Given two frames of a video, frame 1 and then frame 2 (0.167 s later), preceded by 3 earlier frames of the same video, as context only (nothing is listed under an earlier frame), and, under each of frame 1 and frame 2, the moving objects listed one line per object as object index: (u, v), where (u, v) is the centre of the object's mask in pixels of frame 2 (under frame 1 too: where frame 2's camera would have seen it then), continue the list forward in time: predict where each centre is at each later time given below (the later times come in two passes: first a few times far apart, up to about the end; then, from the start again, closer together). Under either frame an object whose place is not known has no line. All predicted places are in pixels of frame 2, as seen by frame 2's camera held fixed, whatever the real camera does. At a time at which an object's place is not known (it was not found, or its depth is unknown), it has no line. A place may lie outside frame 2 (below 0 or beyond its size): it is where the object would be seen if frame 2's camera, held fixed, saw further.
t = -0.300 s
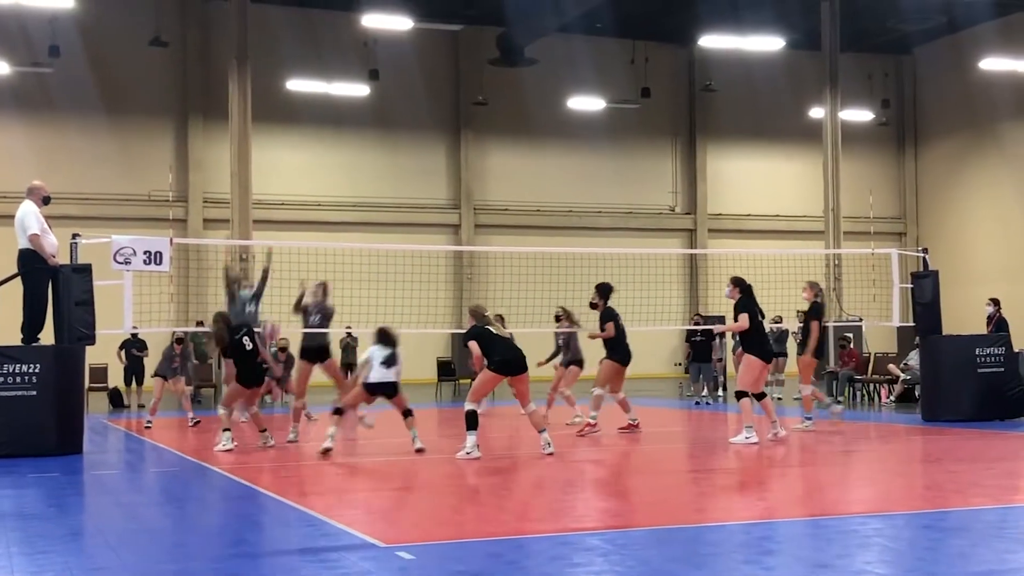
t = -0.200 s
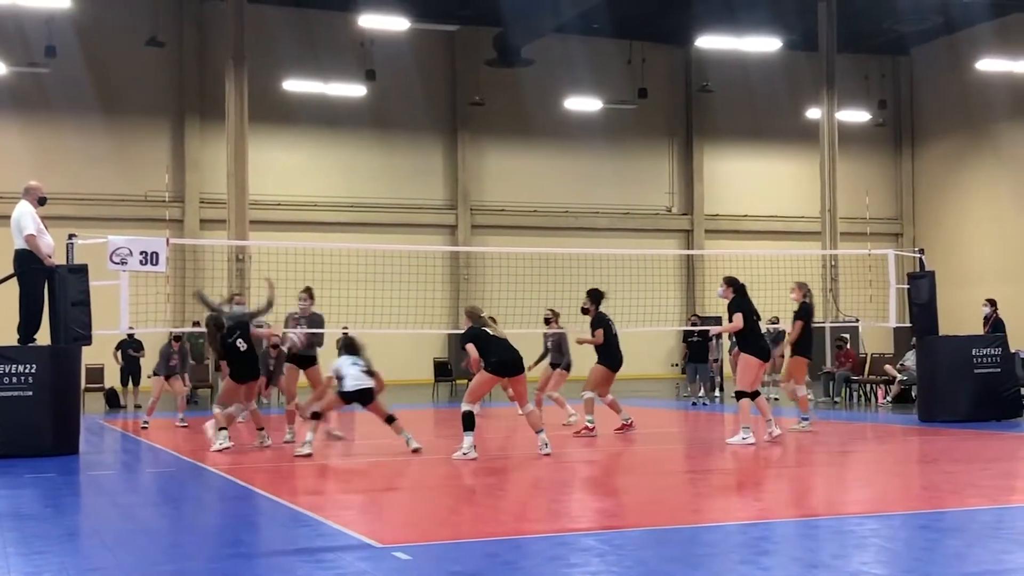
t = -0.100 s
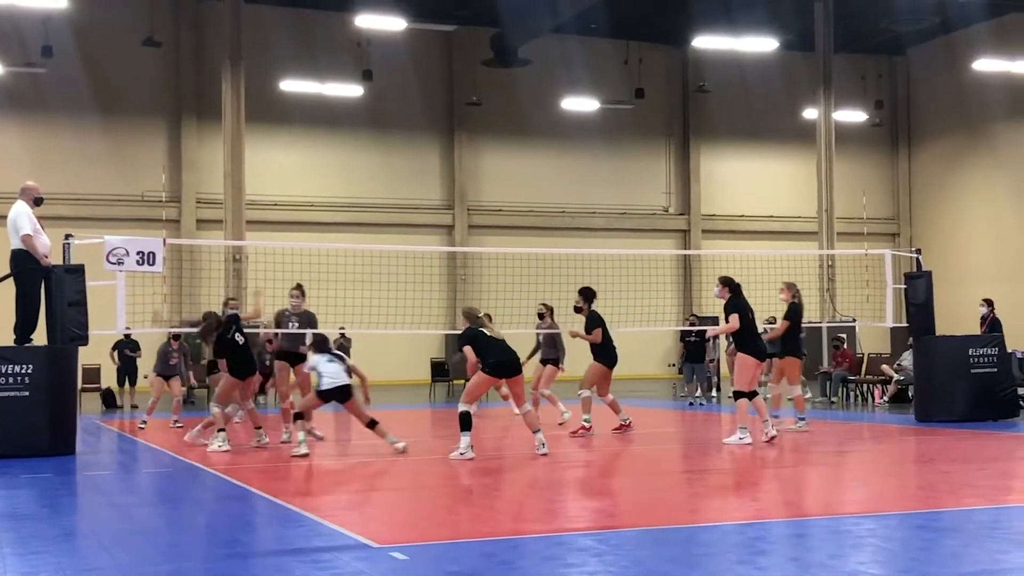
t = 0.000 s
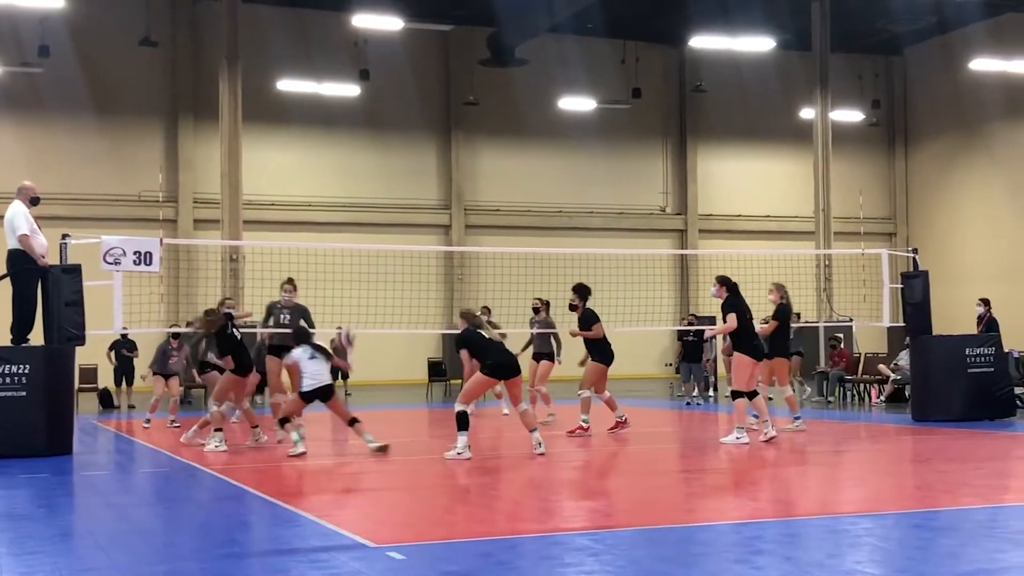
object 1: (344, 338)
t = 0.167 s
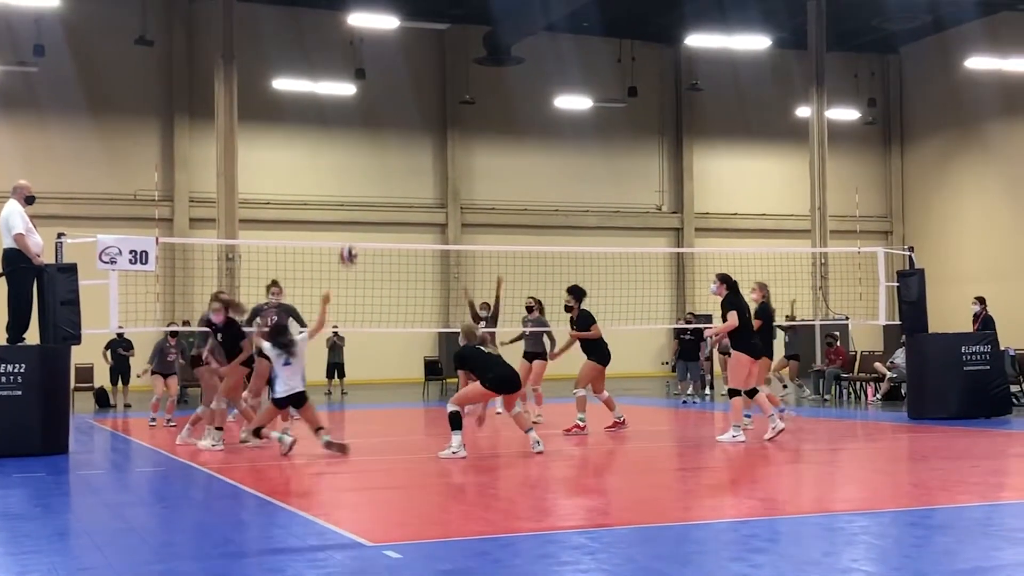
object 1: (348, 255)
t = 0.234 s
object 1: (350, 229)
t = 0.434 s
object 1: (360, 180)
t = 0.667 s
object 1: (371, 169)
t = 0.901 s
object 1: (383, 207)
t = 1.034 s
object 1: (390, 251)
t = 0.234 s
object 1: (350, 229)
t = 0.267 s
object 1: (352, 218)
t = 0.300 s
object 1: (353, 208)
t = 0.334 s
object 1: (354, 199)
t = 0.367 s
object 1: (357, 193)
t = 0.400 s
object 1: (358, 186)
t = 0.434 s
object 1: (360, 180)
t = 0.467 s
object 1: (361, 175)
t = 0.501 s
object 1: (363, 172)
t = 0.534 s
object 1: (364, 169)
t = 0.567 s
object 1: (366, 168)
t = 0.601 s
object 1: (367, 167)
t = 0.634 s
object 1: (369, 168)
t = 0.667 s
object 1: (371, 169)
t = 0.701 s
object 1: (373, 171)
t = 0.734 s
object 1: (375, 175)
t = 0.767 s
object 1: (376, 179)
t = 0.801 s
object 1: (378, 185)
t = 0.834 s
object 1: (380, 190)
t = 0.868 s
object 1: (381, 199)
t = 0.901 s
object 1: (383, 207)
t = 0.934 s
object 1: (384, 216)
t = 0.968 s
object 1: (386, 226)
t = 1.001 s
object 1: (389, 238)
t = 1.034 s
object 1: (390, 251)
